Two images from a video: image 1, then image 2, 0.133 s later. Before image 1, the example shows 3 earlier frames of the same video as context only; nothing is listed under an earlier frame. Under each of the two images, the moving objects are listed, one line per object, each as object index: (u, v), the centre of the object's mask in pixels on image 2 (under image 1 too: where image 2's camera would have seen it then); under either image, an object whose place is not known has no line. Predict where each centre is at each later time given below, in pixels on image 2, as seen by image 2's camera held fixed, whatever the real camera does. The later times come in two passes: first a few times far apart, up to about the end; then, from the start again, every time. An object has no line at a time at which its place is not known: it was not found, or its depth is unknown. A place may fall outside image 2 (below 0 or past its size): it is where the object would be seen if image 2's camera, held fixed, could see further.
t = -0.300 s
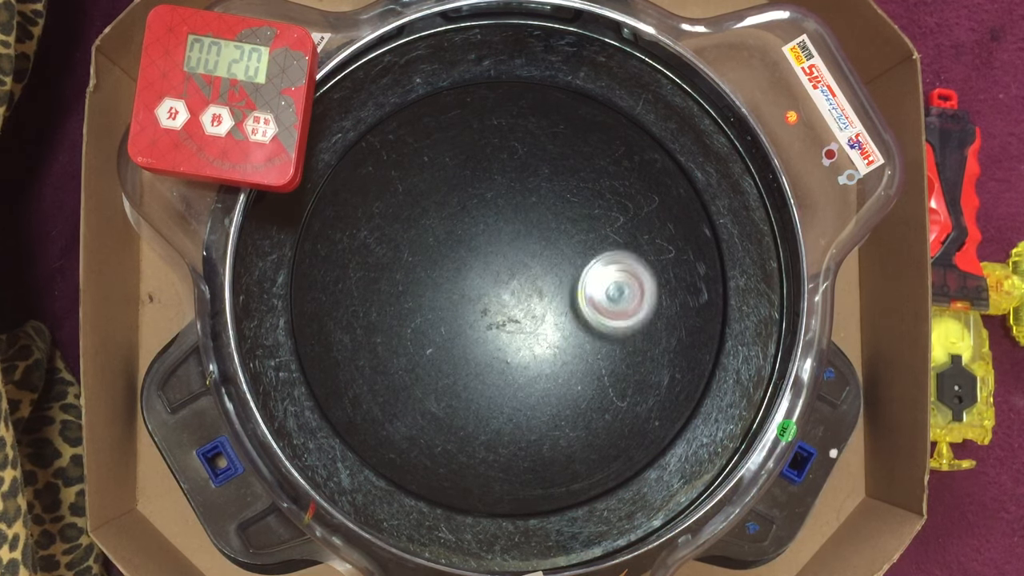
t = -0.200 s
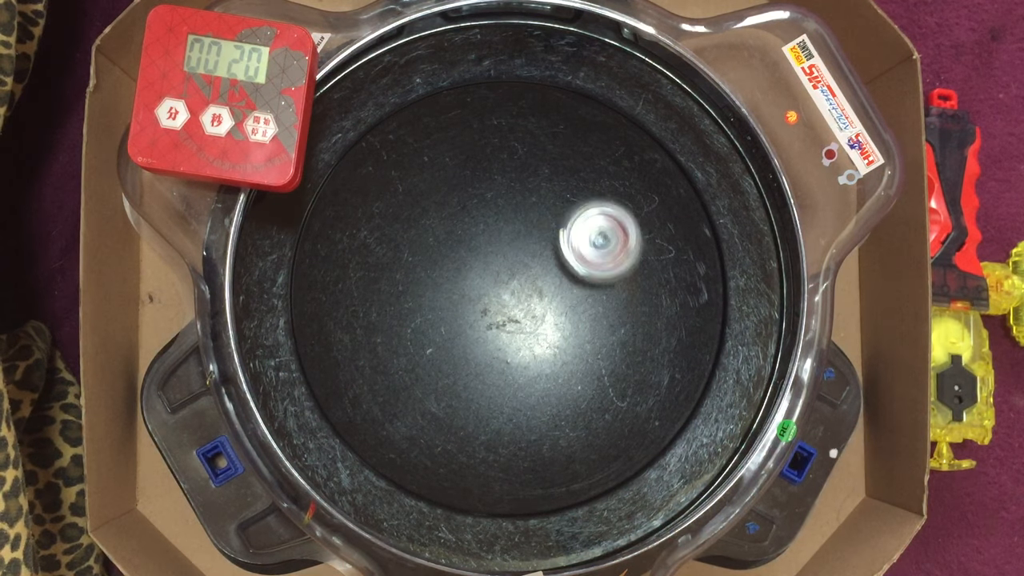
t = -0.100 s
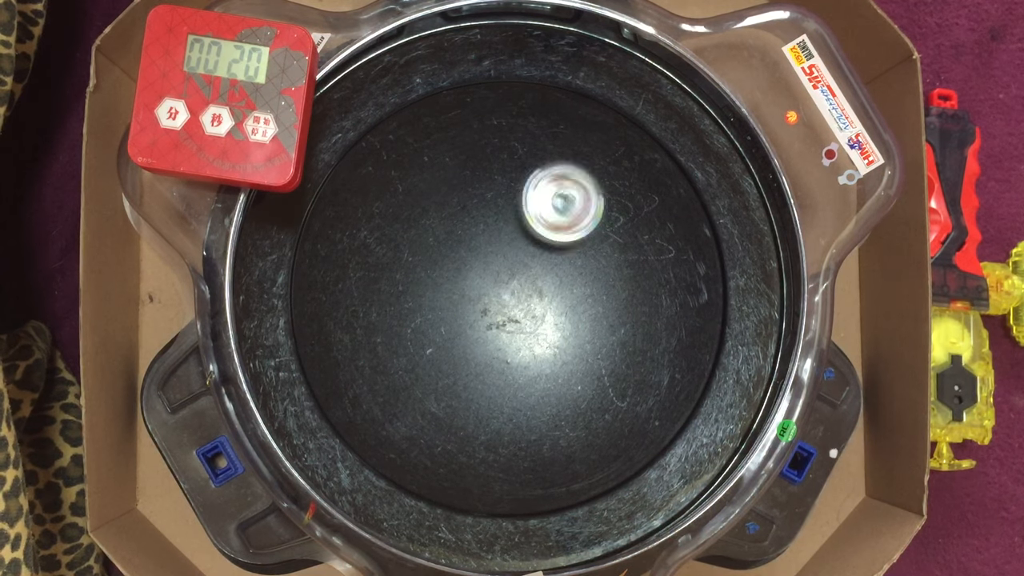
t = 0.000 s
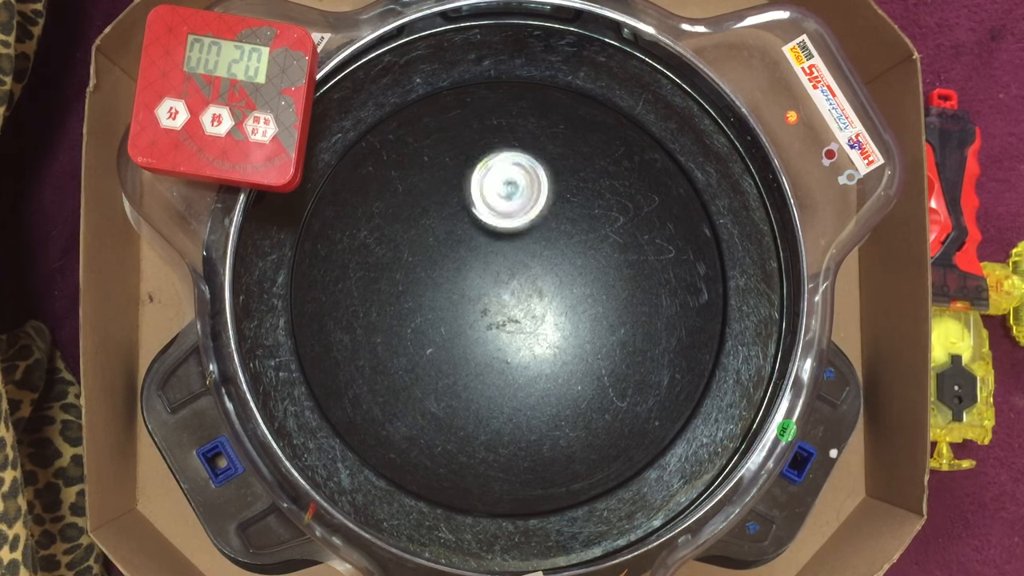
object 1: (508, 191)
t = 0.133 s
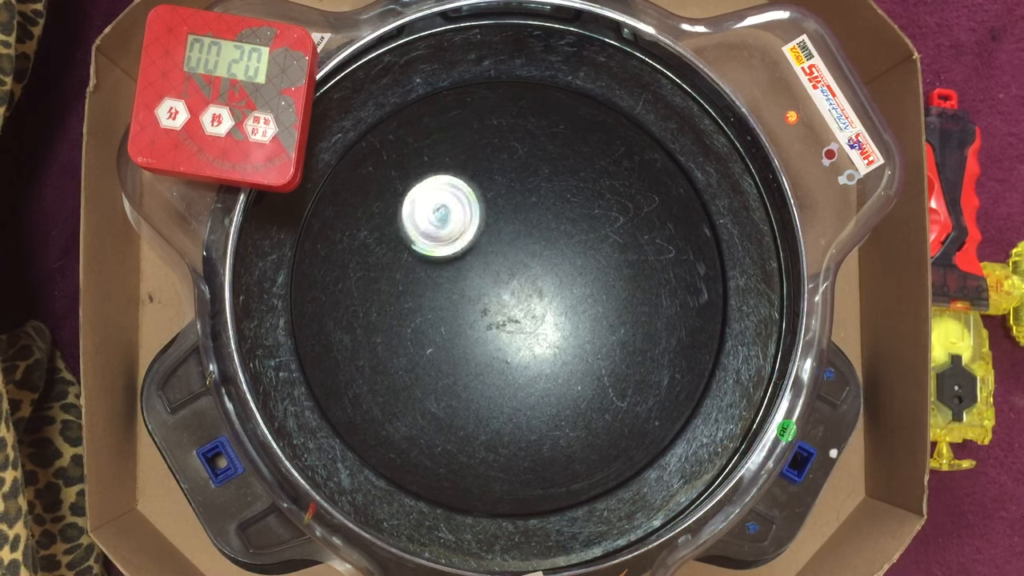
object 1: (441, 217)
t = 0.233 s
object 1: (411, 262)
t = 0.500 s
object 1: (464, 387)
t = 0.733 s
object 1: (583, 368)
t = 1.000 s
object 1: (594, 238)
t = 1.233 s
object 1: (485, 199)
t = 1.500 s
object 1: (410, 305)
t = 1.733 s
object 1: (491, 392)
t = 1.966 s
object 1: (596, 346)
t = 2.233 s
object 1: (573, 223)
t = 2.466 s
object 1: (464, 211)
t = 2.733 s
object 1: (421, 329)
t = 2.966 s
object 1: (517, 389)
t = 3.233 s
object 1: (603, 305)
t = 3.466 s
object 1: (552, 213)
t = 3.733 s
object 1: (436, 243)
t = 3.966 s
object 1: (437, 349)
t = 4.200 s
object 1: (539, 381)
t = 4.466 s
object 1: (596, 278)
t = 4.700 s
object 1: (519, 209)
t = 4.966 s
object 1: (424, 277)
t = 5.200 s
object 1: (471, 372)
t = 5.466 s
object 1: (581, 342)
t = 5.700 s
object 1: (576, 244)
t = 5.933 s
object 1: (481, 217)
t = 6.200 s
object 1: (429, 315)
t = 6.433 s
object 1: (506, 377)
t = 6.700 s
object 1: (590, 309)
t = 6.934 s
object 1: (548, 225)
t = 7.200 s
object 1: (445, 246)
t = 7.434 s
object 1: (445, 340)
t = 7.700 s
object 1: (547, 365)
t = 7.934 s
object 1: (587, 283)
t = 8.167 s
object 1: (521, 220)
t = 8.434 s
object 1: (435, 273)
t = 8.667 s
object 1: (467, 359)
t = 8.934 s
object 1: (566, 346)
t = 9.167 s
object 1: (574, 256)
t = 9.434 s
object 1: (482, 228)
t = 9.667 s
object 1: (436, 304)
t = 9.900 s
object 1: (496, 368)
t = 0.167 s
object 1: (429, 228)
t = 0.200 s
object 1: (418, 245)
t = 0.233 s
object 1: (411, 262)
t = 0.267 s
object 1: (405, 279)
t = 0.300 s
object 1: (405, 297)
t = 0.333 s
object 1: (408, 317)
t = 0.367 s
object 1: (414, 335)
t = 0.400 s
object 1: (422, 351)
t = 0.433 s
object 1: (434, 365)
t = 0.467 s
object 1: (448, 377)
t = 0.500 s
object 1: (464, 387)
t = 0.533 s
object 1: (481, 395)
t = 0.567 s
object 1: (500, 397)
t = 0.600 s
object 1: (518, 397)
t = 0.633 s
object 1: (535, 394)
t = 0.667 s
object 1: (553, 388)
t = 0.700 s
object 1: (568, 381)
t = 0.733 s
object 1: (583, 368)
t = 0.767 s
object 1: (594, 354)
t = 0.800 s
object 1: (603, 338)
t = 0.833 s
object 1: (608, 322)
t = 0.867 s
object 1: (611, 305)
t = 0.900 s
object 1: (611, 287)
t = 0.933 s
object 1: (608, 270)
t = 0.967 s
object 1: (602, 253)
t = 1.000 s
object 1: (594, 238)
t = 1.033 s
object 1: (582, 225)
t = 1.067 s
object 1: (569, 213)
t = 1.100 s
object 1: (554, 204)
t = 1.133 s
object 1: (536, 198)
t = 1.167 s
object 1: (520, 195)
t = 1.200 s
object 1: (503, 195)
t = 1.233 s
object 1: (485, 199)
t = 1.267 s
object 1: (468, 204)
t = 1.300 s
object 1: (453, 213)
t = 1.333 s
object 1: (439, 224)
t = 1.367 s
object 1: (428, 238)
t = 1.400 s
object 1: (419, 254)
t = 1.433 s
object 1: (413, 271)
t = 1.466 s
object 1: (410, 288)
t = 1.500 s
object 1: (410, 305)
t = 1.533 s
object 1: (414, 324)
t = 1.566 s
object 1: (422, 340)
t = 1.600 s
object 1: (432, 356)
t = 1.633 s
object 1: (443, 369)
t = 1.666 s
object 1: (458, 380)
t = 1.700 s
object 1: (473, 388)
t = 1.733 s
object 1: (491, 392)
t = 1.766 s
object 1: (510, 394)
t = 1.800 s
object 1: (525, 393)
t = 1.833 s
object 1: (542, 389)
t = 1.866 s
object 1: (558, 381)
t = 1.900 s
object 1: (572, 372)
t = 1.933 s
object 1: (585, 360)
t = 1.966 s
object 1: (596, 346)
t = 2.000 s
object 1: (603, 331)
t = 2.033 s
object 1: (607, 315)
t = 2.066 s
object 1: (608, 297)
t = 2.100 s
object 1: (606, 280)
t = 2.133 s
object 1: (602, 264)
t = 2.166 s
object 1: (595, 249)
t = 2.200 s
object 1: (585, 235)
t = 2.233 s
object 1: (573, 223)
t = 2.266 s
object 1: (560, 214)
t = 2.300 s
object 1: (544, 207)
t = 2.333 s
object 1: (528, 201)
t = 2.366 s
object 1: (511, 199)
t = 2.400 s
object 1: (494, 200)
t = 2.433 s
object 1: (478, 205)
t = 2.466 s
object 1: (464, 211)
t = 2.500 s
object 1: (449, 221)
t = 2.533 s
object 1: (437, 233)
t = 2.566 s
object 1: (426, 247)
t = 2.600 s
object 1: (419, 262)
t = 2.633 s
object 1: (414, 278)
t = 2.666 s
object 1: (413, 296)
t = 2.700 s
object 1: (416, 312)
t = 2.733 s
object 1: (421, 329)
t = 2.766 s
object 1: (429, 346)
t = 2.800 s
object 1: (438, 358)
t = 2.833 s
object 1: (451, 370)
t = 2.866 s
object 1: (467, 379)
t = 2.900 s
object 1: (482, 385)
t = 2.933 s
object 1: (499, 387)
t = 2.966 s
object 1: (517, 389)
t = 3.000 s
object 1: (533, 387)
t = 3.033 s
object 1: (548, 381)
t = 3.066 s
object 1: (562, 373)
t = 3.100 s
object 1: (576, 363)
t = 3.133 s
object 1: (587, 350)
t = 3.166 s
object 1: (595, 336)
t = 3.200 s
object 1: (601, 320)
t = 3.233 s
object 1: (603, 305)
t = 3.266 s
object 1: (604, 289)
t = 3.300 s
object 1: (601, 274)
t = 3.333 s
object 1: (595, 260)
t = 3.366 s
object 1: (588, 245)
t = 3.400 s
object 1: (577, 232)
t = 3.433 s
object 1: (565, 221)
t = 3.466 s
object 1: (552, 213)
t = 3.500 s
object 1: (536, 207)
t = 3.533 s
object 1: (520, 204)
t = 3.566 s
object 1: (505, 203)
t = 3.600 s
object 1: (489, 206)
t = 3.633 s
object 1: (474, 211)
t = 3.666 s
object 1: (460, 219)
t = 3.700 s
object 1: (447, 230)
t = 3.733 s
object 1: (436, 243)
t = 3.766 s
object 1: (428, 256)
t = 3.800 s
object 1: (421, 271)
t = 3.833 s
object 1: (419, 286)
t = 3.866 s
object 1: (419, 302)
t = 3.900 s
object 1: (422, 319)
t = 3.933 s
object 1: (428, 335)
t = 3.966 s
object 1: (437, 349)
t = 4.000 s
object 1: (448, 361)
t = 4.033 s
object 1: (462, 372)
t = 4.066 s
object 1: (476, 379)
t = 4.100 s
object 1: (492, 384)
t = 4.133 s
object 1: (508, 386)
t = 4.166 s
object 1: (524, 385)
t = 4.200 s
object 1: (539, 381)
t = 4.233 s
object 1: (555, 373)
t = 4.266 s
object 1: (568, 364)
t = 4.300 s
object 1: (579, 352)
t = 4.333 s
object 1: (588, 339)
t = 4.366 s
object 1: (594, 324)
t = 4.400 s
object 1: (597, 309)
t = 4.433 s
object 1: (597, 293)
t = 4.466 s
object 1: (596, 278)
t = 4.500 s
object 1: (591, 263)
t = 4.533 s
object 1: (585, 250)
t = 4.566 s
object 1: (574, 238)
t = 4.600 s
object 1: (563, 227)
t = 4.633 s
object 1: (549, 218)
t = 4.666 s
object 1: (535, 212)
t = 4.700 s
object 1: (519, 209)
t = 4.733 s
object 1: (503, 209)
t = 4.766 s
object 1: (488, 211)
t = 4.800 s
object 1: (473, 217)
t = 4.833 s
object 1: (459, 224)
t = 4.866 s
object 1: (447, 234)
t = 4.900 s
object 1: (437, 247)
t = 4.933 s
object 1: (429, 261)
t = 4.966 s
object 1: (424, 277)
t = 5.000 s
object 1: (423, 293)
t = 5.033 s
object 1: (425, 308)
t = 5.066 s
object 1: (429, 324)
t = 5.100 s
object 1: (436, 339)
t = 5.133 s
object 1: (446, 352)
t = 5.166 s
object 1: (458, 364)
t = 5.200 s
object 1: (471, 372)
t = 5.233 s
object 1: (486, 377)
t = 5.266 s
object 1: (502, 380)
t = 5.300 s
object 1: (517, 381)
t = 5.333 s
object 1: (532, 378)
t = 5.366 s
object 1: (546, 372)
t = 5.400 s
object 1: (559, 364)
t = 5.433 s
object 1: (571, 354)
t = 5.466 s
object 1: (581, 342)
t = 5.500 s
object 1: (589, 328)
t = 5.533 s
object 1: (593, 314)
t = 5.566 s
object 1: (595, 299)
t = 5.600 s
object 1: (594, 284)
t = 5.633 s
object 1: (591, 270)
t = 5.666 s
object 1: (585, 257)
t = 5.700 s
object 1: (576, 244)
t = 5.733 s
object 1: (566, 233)
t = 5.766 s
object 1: (553, 225)
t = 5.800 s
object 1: (540, 218)
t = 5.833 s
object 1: (526, 213)
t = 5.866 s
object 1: (511, 212)
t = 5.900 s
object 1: (496, 214)
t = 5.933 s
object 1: (481, 217)
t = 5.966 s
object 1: (468, 224)
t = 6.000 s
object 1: (456, 233)
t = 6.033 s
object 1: (444, 244)
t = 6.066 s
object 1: (436, 256)
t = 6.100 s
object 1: (430, 270)
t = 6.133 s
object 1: (427, 285)
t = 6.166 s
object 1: (426, 300)
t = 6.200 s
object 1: (429, 315)
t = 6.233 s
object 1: (434, 330)
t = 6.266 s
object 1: (441, 342)
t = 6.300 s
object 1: (451, 354)
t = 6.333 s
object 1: (463, 363)
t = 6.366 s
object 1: (477, 370)
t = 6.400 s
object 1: (491, 375)
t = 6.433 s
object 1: (506, 377)
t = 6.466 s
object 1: (521, 376)
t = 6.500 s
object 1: (536, 373)
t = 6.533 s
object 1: (549, 367)
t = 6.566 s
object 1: (561, 359)
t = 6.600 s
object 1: (573, 349)
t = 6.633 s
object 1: (581, 336)
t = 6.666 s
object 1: (587, 323)
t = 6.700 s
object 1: (590, 309)
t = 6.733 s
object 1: (590, 295)
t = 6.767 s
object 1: (589, 282)
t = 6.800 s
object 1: (585, 267)
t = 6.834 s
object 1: (579, 255)
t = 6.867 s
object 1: (570, 243)
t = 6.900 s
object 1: (561, 232)
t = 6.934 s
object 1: (548, 225)
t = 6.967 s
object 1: (535, 219)
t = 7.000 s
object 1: (521, 216)
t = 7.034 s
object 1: (508, 214)
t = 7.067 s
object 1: (493, 216)
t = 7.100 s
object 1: (480, 220)
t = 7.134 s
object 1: (467, 227)
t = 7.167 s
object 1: (455, 235)
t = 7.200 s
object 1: (445, 246)
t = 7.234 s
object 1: (438, 258)
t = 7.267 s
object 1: (432, 271)
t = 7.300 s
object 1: (429, 286)
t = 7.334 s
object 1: (429, 300)
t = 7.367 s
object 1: (432, 314)
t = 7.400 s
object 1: (437, 328)
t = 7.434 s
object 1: (445, 340)
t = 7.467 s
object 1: (454, 352)
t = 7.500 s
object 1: (466, 361)
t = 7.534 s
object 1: (479, 368)
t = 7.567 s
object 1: (493, 372)
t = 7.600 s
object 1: (507, 374)
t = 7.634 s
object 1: (521, 374)
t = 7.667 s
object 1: (534, 370)
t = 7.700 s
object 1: (547, 365)
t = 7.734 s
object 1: (559, 358)
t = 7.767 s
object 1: (570, 348)
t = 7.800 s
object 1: (578, 336)
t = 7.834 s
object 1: (584, 323)
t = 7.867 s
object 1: (588, 310)
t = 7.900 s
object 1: (589, 296)
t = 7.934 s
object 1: (587, 283)
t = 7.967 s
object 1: (583, 270)
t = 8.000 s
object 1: (577, 257)
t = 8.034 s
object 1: (569, 246)
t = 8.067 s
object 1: (559, 236)
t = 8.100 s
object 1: (547, 228)
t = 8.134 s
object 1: (535, 223)
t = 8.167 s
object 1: (521, 220)
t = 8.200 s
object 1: (508, 219)
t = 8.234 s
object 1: (494, 220)
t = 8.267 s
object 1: (481, 225)
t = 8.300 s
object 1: (469, 231)
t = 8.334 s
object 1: (457, 239)
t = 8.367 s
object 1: (448, 249)
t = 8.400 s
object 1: (441, 261)
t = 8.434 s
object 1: (435, 273)
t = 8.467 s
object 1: (432, 286)
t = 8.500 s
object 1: (432, 300)
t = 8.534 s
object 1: (434, 314)
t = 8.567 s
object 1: (439, 327)
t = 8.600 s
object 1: (446, 340)
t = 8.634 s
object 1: (456, 350)
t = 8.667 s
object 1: (467, 359)
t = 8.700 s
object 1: (479, 365)
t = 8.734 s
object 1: (493, 369)
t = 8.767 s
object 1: (506, 371)
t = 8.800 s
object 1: (520, 370)
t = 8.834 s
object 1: (533, 367)
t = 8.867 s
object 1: (545, 363)
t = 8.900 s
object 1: (555, 355)
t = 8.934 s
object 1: (566, 346)
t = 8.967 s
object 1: (574, 334)
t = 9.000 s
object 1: (580, 322)
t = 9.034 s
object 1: (583, 308)
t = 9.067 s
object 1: (585, 295)
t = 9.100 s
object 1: (583, 282)
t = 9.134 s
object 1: (579, 269)
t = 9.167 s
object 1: (574, 256)
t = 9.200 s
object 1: (566, 246)
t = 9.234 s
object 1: (556, 237)
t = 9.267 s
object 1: (545, 230)
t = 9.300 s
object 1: (533, 225)
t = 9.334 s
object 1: (520, 223)
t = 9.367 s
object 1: (507, 222)
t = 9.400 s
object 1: (495, 223)
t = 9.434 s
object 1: (482, 228)
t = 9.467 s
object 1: (470, 234)
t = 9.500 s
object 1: (458, 242)
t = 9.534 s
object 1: (449, 252)
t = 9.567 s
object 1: (442, 263)
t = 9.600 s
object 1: (438, 276)
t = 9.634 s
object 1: (435, 290)
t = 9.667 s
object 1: (436, 304)
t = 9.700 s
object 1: (439, 317)
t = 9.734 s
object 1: (444, 330)
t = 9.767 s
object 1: (451, 341)
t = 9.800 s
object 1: (461, 351)
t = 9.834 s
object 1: (473, 358)
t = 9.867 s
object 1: (483, 364)
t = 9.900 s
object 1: (496, 368)
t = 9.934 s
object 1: (509, 370)
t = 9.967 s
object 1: (522, 368)
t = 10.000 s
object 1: (535, 365)
